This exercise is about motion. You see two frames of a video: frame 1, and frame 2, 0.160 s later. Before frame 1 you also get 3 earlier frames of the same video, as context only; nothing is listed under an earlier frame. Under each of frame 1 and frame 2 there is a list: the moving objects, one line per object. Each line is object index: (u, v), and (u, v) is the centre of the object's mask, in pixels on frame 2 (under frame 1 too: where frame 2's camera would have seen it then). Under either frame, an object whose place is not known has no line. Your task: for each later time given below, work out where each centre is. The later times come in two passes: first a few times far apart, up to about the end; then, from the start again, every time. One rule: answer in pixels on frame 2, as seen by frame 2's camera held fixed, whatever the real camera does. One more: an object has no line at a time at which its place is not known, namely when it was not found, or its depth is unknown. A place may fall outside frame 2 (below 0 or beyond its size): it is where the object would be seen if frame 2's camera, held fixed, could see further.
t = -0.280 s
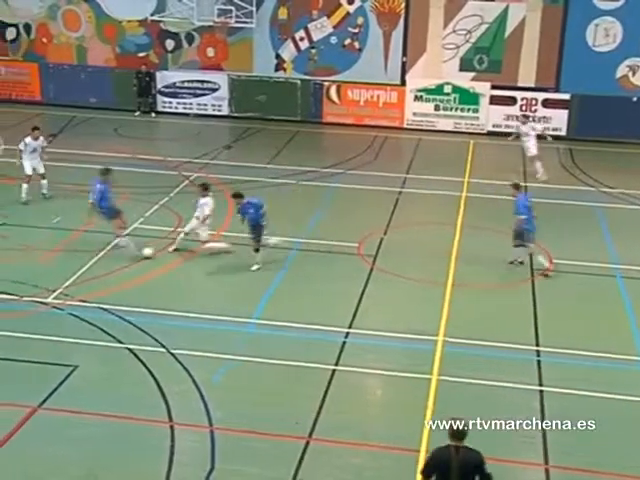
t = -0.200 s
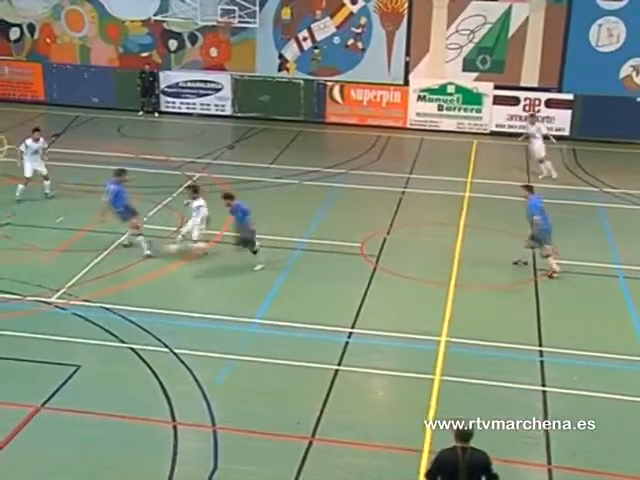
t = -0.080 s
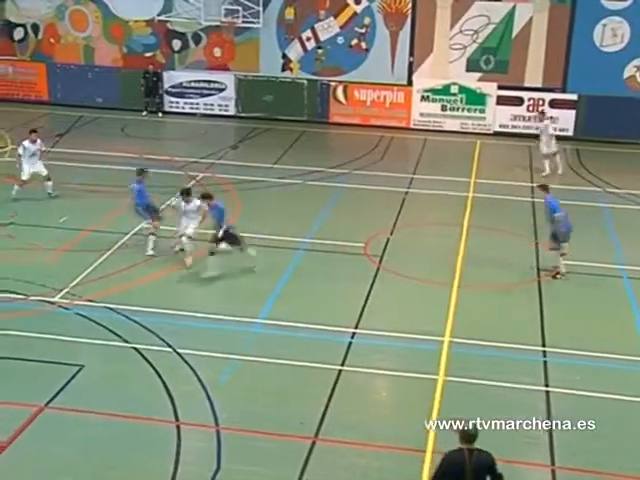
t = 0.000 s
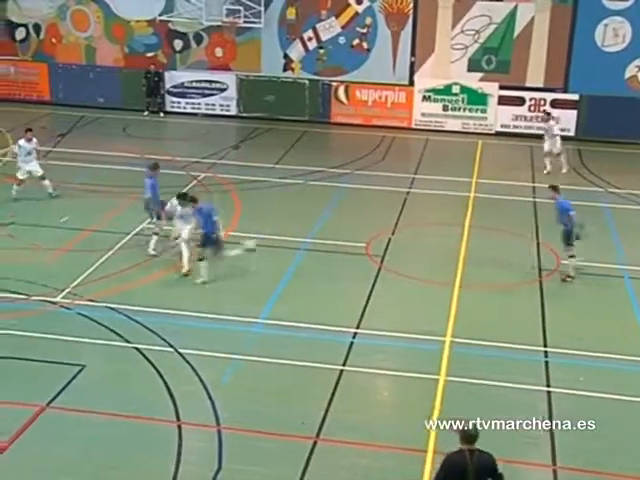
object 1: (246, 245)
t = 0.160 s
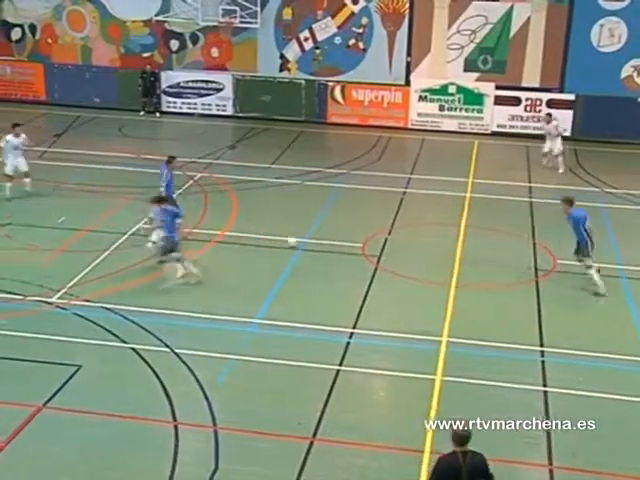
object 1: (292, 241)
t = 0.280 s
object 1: (320, 237)
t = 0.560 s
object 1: (372, 236)
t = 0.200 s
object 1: (302, 241)
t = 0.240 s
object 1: (310, 239)
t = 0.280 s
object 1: (320, 237)
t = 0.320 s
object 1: (328, 239)
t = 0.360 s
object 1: (336, 239)
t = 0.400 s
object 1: (343, 237)
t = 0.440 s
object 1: (350, 237)
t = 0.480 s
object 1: (357, 237)
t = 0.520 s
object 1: (364, 237)
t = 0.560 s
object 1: (372, 236)
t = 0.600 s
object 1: (377, 235)
